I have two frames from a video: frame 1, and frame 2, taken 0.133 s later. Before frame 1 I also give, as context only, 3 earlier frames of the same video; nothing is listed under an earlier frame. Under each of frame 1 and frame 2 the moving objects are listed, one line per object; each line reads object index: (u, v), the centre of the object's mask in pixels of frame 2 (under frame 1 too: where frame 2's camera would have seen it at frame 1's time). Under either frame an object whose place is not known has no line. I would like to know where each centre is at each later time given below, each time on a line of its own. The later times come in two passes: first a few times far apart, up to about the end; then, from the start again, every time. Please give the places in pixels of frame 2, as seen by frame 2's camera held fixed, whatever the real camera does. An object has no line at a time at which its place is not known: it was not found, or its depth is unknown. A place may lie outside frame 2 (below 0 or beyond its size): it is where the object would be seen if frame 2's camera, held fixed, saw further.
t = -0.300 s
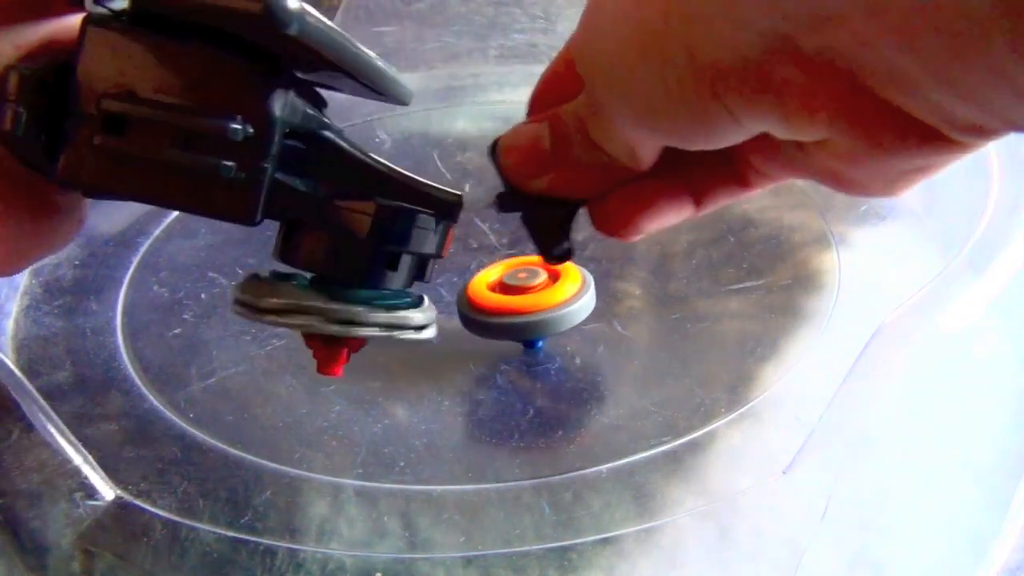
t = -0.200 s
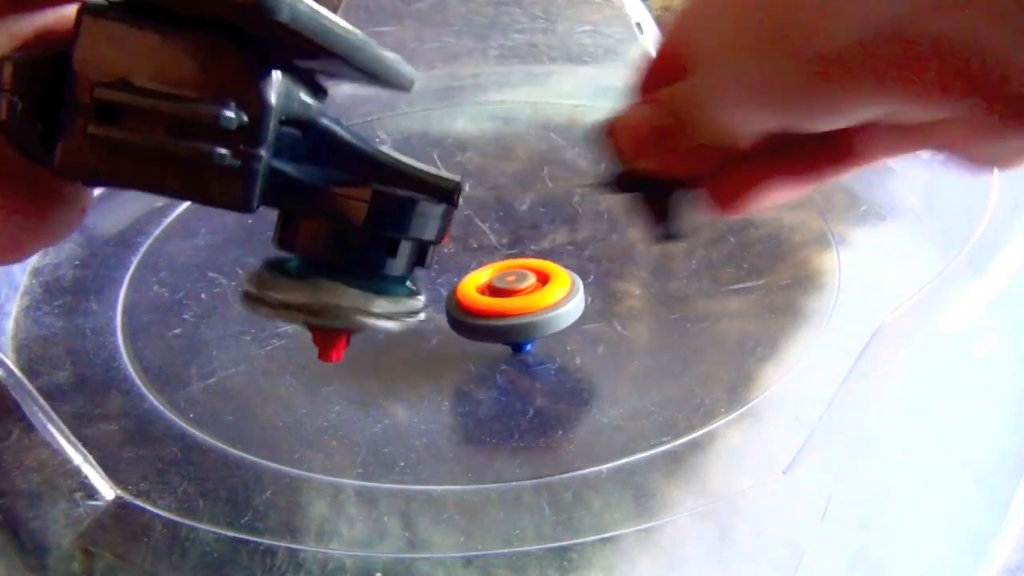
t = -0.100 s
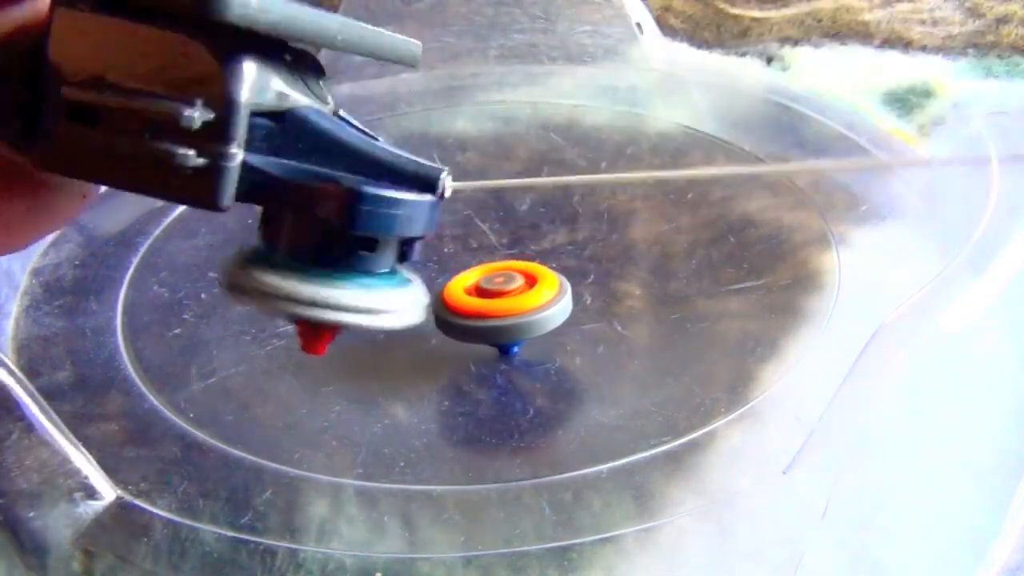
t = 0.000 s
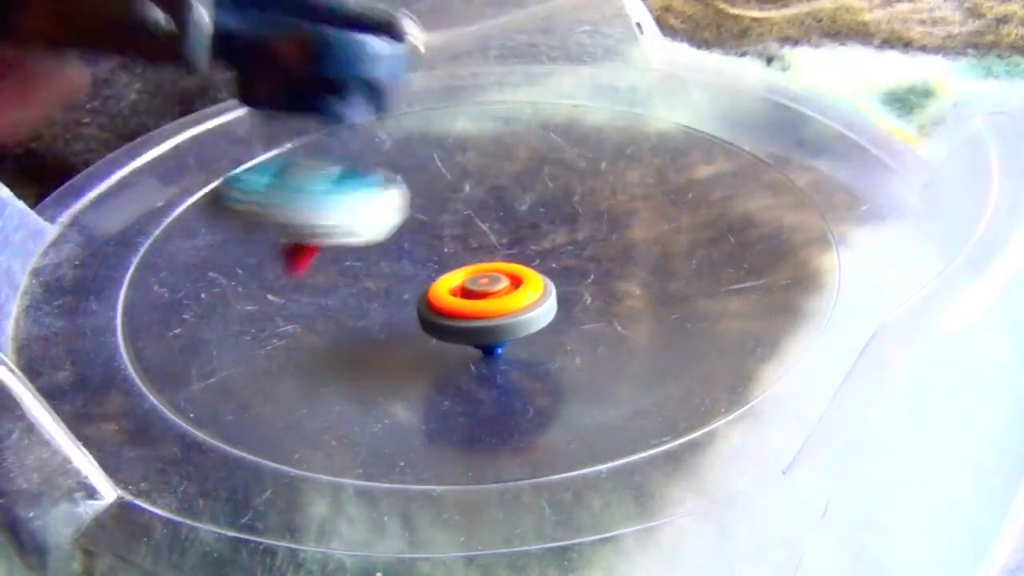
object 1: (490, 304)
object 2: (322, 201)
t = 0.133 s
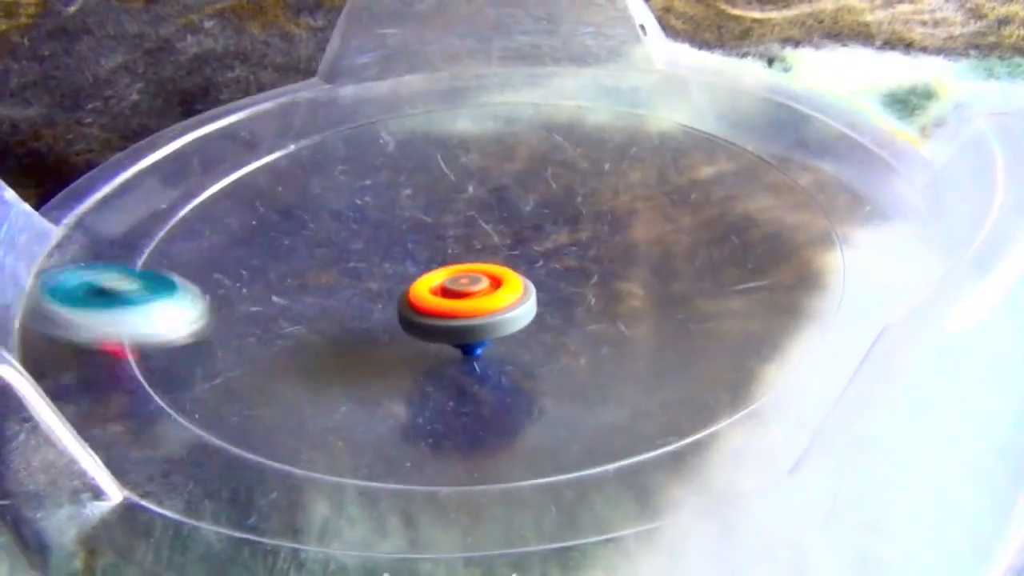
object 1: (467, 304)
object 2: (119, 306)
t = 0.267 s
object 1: (449, 302)
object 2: (163, 216)
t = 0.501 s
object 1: (405, 299)
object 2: (165, 210)
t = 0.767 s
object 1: (369, 298)
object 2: (138, 255)
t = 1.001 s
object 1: (359, 291)
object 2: (148, 230)
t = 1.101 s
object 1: (359, 285)
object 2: (149, 239)
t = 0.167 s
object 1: (465, 304)
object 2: (94, 274)
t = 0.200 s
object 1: (459, 302)
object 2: (125, 250)
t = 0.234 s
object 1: (454, 302)
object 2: (152, 236)
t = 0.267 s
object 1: (449, 302)
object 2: (163, 216)
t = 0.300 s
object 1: (444, 301)
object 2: (166, 197)
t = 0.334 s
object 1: (437, 301)
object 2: (171, 191)
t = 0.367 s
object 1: (430, 300)
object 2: (180, 194)
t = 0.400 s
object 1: (424, 300)
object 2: (177, 193)
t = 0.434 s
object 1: (417, 300)
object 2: (175, 197)
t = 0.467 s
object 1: (411, 299)
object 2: (173, 201)
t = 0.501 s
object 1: (405, 299)
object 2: (165, 210)
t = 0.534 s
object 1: (400, 299)
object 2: (157, 219)
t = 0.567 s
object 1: (395, 299)
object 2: (150, 230)
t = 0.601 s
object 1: (390, 299)
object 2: (144, 240)
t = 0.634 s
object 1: (384, 299)
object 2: (141, 248)
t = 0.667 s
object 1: (380, 299)
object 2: (139, 252)
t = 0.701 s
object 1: (376, 298)
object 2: (139, 255)
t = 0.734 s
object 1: (372, 298)
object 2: (138, 256)
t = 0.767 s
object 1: (369, 298)
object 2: (138, 255)
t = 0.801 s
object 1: (366, 297)
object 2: (138, 255)
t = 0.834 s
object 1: (365, 296)
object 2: (137, 256)
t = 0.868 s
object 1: (363, 296)
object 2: (137, 257)
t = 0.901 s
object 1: (361, 294)
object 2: (138, 259)
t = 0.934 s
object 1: (360, 293)
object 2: (143, 255)
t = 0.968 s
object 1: (359, 292)
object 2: (149, 244)
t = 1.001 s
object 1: (359, 291)
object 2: (148, 230)
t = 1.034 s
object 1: (358, 290)
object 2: (153, 225)
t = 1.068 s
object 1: (358, 287)
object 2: (149, 232)
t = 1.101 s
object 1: (359, 285)
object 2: (149, 239)
